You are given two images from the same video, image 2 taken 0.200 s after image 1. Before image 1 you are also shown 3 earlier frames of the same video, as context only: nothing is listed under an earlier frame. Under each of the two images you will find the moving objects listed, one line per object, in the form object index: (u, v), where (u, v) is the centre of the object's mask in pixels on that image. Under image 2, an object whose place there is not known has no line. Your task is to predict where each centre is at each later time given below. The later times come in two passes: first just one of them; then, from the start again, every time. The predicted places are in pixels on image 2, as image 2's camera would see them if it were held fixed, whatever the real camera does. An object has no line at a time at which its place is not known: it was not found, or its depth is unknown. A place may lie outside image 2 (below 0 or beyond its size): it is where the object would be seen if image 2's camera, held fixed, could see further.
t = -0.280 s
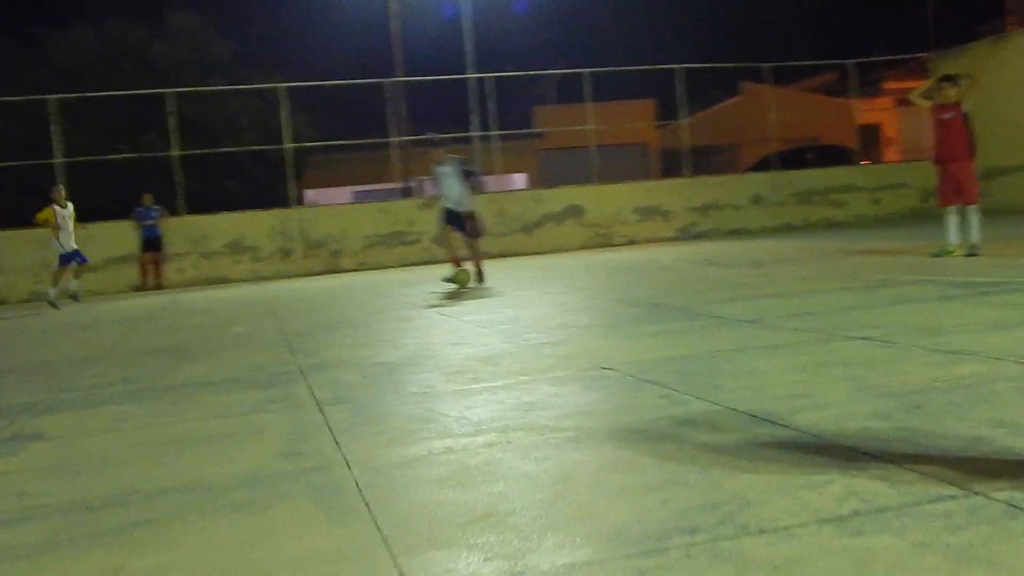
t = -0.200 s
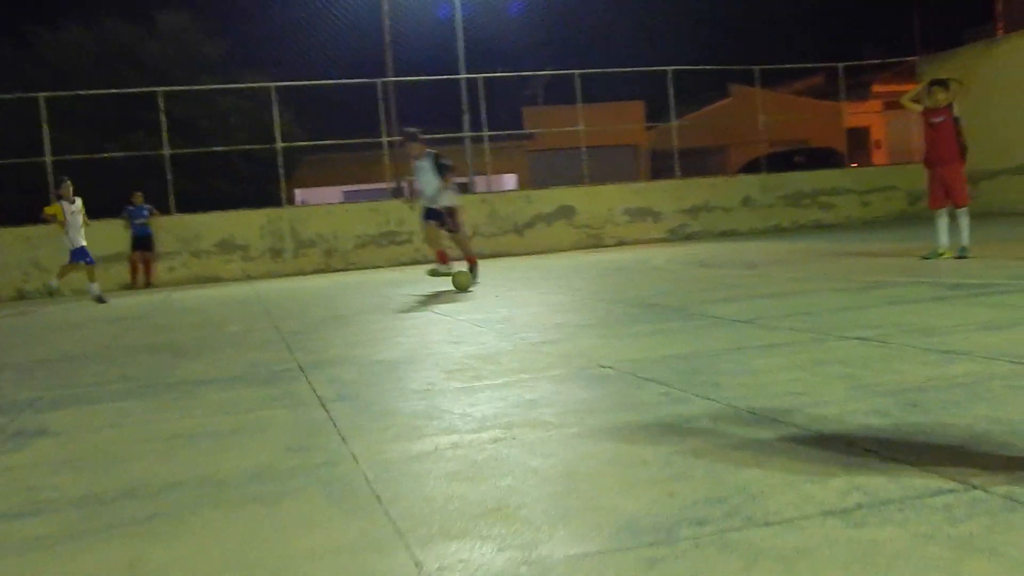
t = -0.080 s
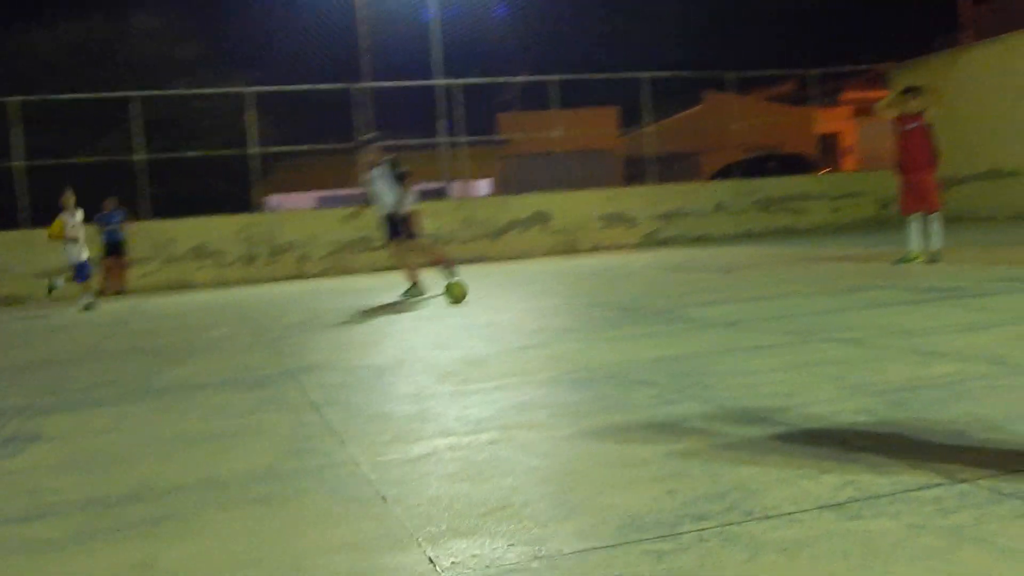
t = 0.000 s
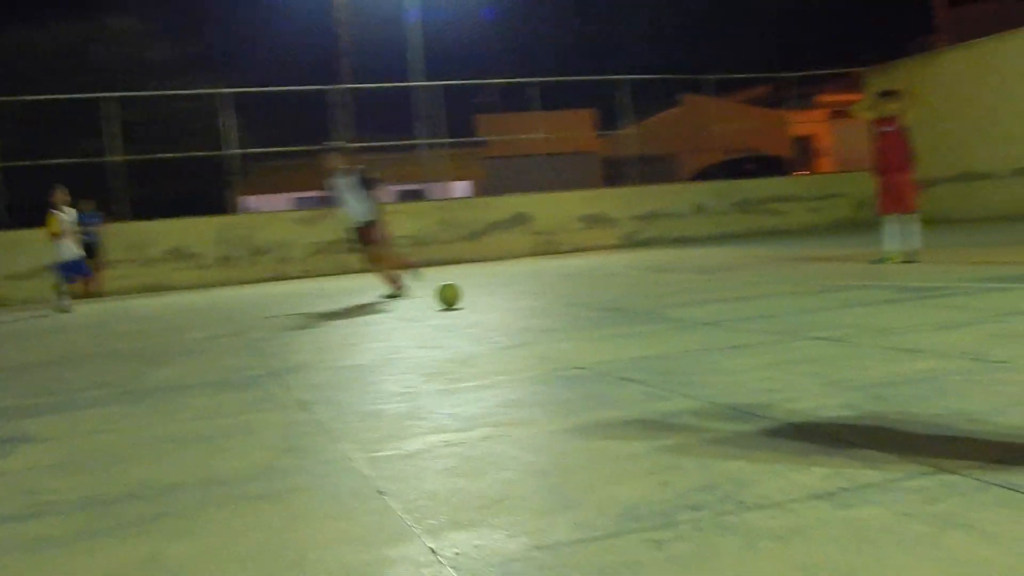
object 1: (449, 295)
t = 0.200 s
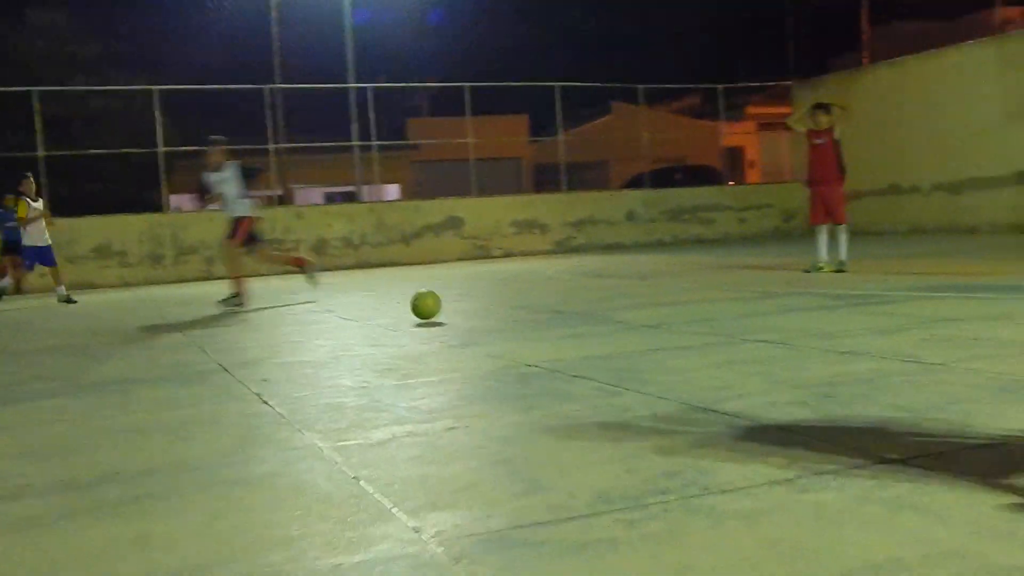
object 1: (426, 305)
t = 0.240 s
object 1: (435, 309)
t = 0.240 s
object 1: (435, 309)
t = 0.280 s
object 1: (443, 309)
